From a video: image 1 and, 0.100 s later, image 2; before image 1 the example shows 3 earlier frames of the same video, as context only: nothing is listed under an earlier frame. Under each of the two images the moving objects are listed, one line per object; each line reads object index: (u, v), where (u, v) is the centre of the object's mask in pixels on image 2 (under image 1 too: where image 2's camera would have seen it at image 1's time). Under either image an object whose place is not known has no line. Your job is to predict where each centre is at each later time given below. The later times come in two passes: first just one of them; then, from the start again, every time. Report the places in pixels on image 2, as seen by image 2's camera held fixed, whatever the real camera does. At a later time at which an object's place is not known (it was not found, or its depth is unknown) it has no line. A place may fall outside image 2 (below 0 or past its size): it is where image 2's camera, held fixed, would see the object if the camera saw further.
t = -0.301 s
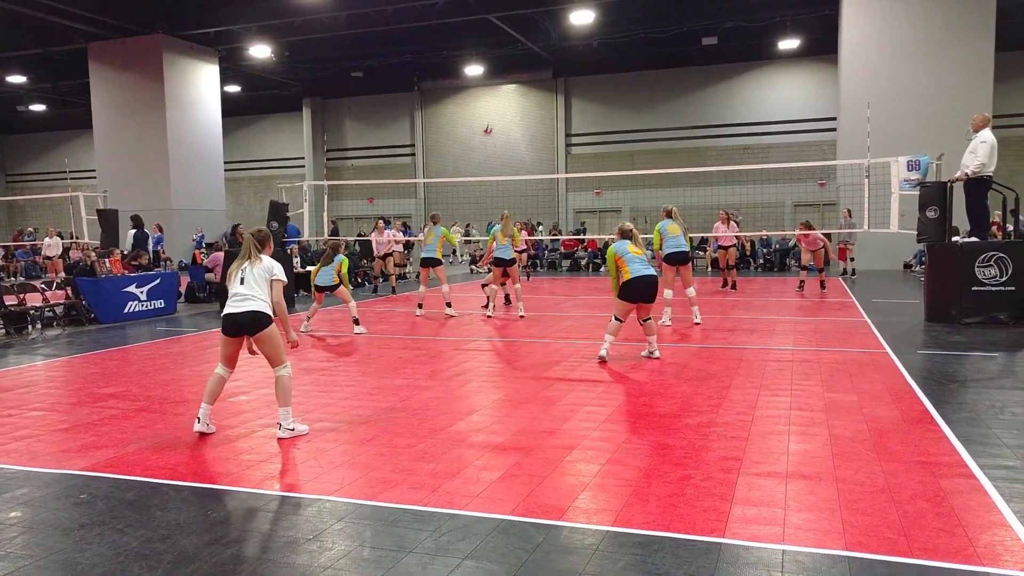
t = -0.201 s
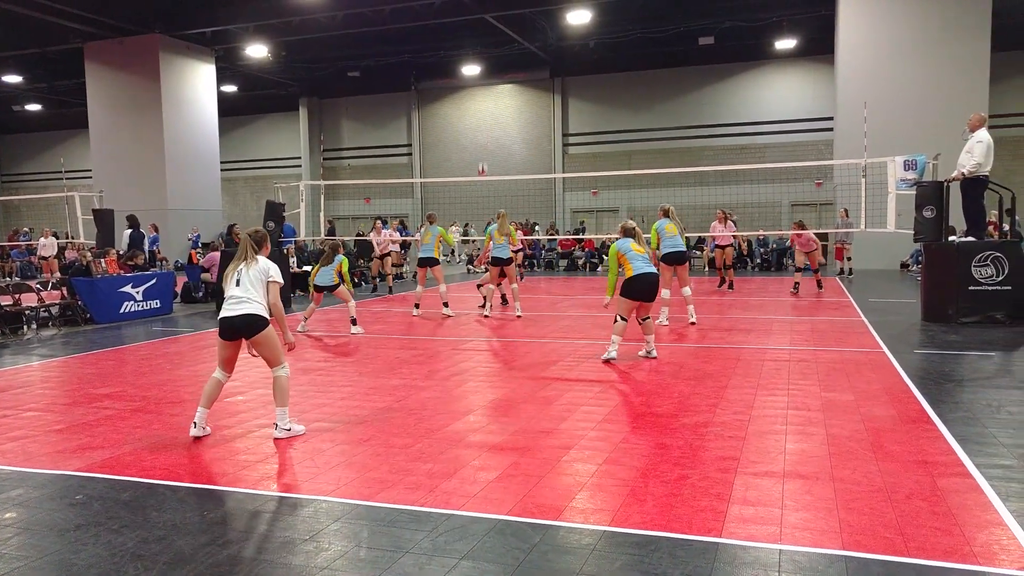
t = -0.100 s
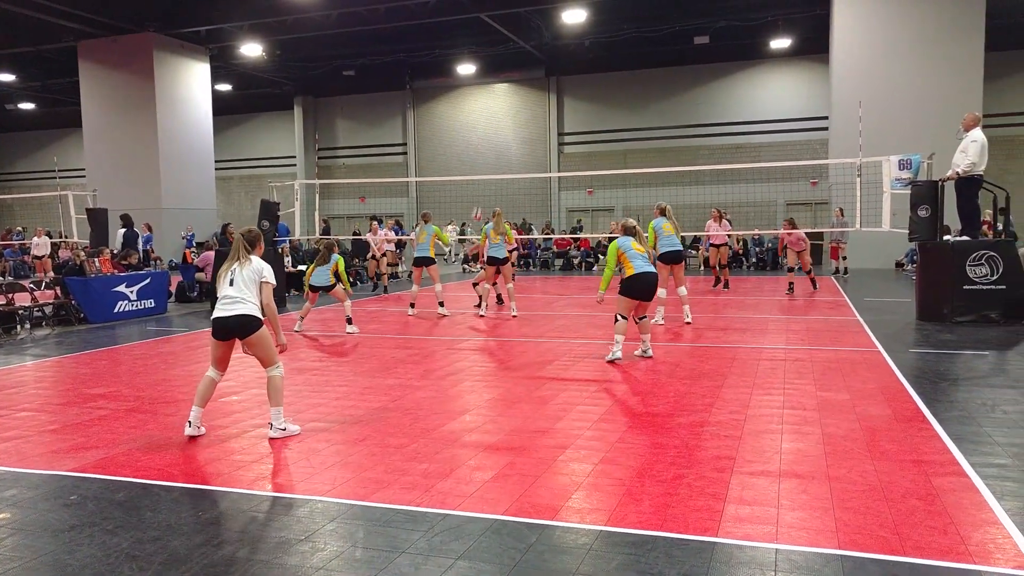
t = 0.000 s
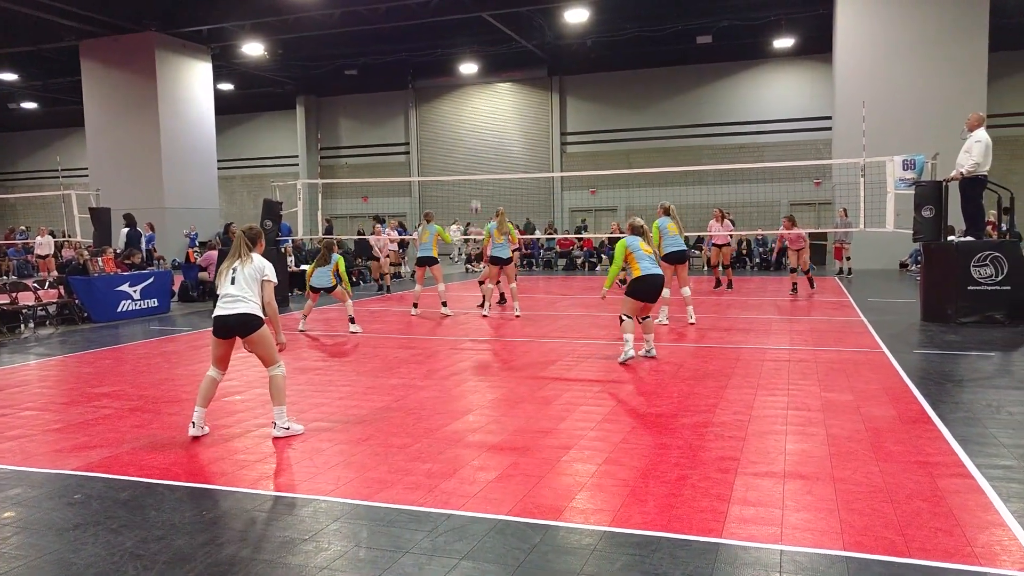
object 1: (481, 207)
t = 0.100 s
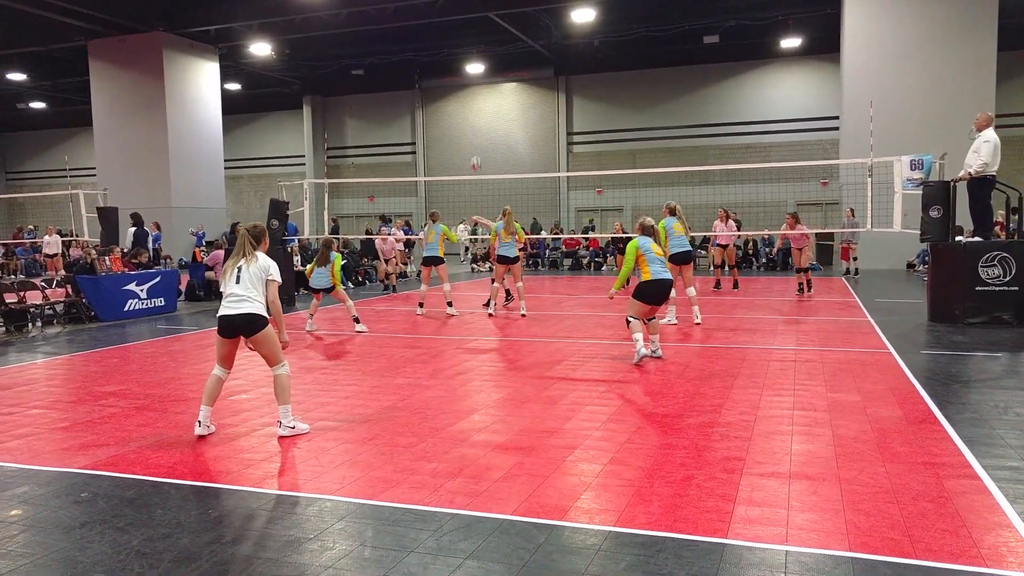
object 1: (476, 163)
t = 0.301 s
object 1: (465, 95)
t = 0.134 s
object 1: (474, 150)
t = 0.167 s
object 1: (472, 139)
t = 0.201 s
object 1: (471, 127)
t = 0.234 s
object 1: (469, 116)
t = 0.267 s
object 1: (467, 106)
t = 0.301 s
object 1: (465, 95)
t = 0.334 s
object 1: (464, 86)
